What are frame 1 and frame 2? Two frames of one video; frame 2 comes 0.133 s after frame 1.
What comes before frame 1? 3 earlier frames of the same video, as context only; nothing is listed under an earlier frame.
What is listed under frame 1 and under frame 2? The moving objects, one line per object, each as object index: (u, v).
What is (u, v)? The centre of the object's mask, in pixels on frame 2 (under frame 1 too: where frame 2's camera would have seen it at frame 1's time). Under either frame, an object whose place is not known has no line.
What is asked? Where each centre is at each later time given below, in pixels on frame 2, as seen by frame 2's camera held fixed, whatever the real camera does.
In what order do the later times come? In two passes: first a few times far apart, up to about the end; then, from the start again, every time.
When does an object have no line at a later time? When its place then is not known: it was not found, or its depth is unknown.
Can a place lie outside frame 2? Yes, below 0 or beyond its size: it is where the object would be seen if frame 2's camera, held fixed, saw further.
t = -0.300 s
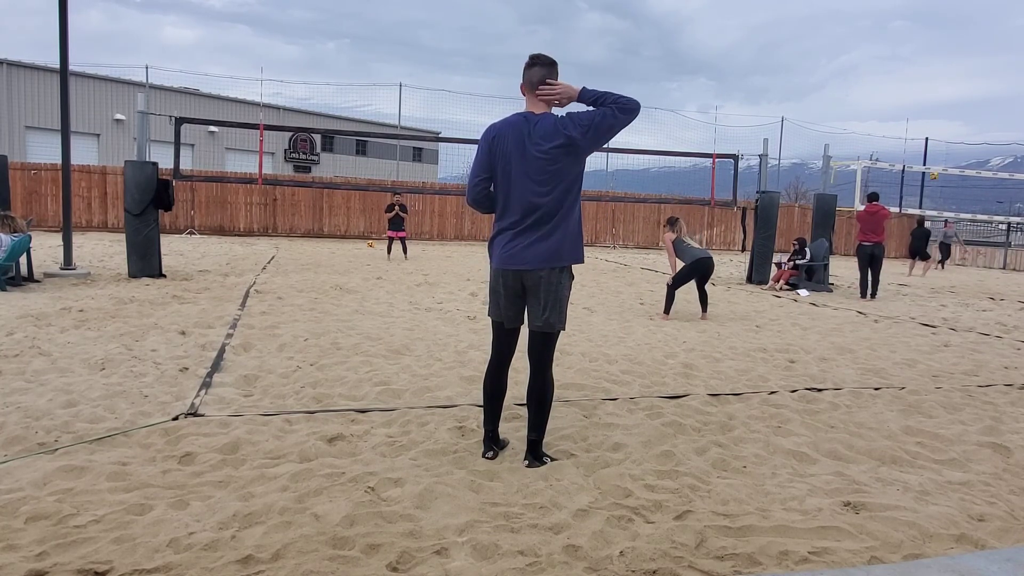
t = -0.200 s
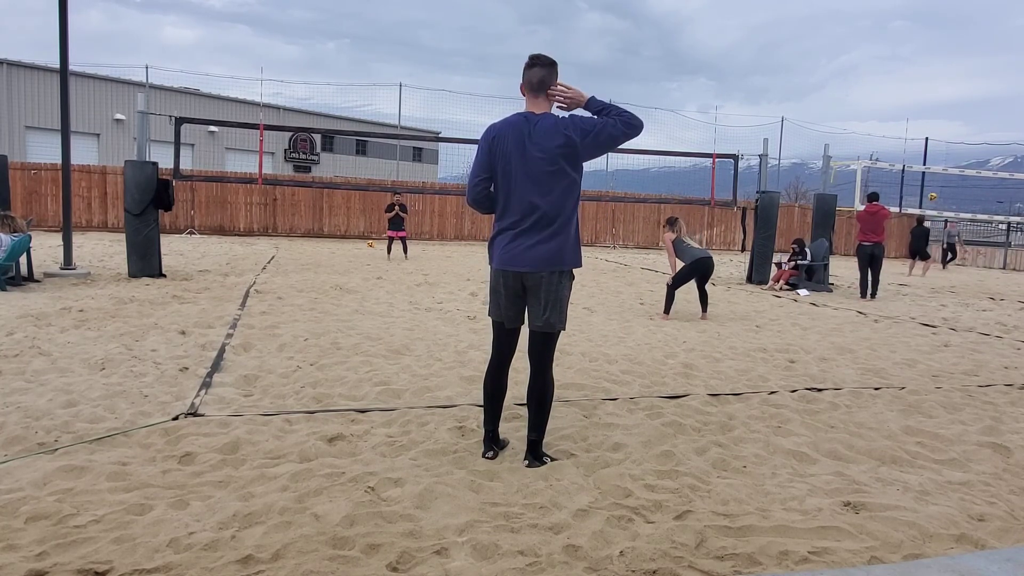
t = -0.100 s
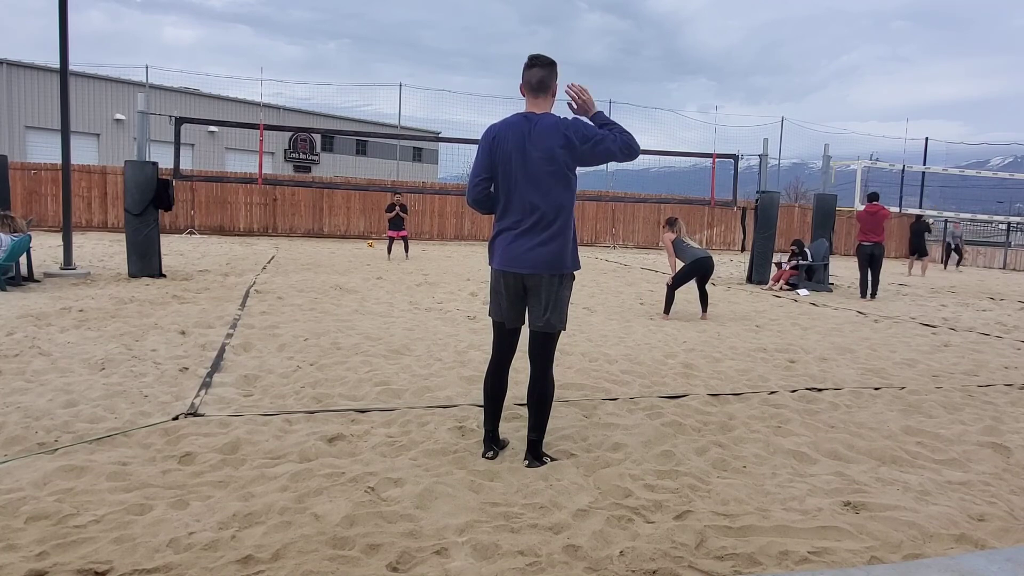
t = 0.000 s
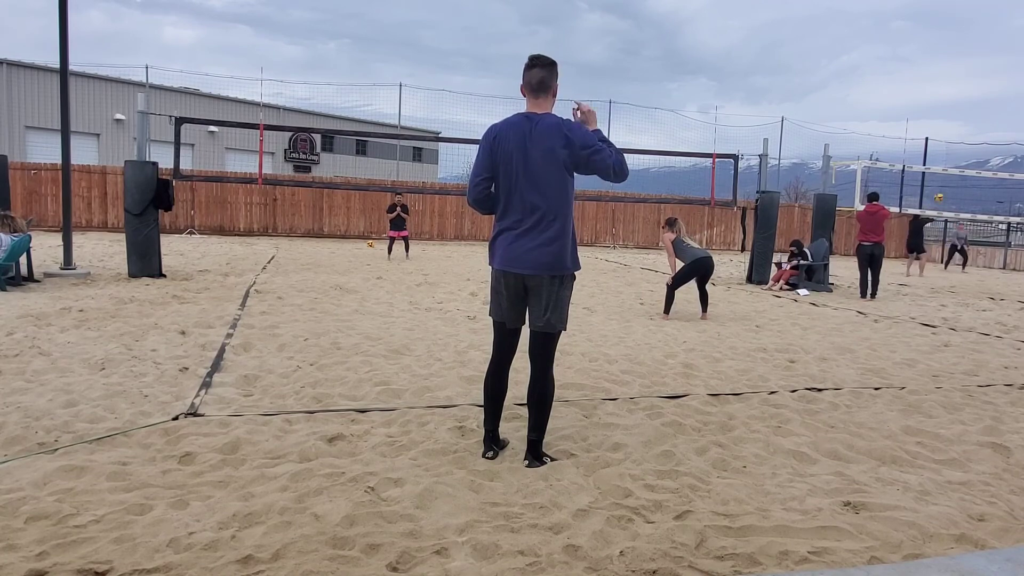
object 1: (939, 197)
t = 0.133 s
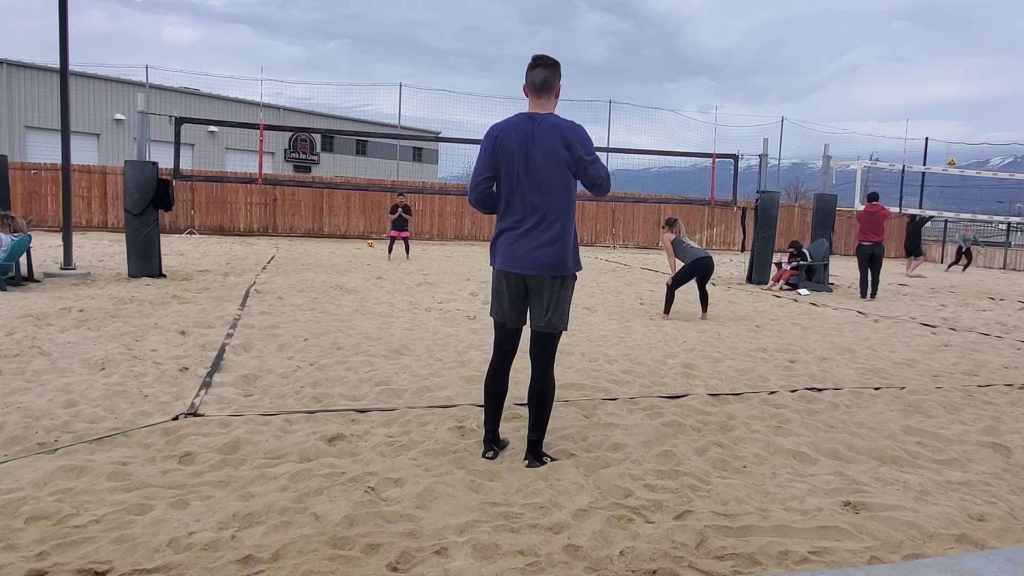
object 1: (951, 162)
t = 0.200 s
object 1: (958, 147)
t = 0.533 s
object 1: (988, 98)
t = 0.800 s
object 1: (1010, 93)
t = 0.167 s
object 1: (955, 154)
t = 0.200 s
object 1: (958, 147)
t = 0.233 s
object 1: (961, 140)
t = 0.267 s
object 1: (964, 134)
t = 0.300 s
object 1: (967, 128)
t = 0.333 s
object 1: (970, 122)
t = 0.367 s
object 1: (973, 117)
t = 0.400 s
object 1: (976, 112)
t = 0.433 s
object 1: (979, 108)
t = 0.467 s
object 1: (982, 104)
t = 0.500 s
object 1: (985, 101)
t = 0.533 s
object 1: (988, 98)
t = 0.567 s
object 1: (991, 96)
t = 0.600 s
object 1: (994, 94)
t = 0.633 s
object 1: (996, 93)
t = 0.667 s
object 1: (999, 92)
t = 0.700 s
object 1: (1002, 91)
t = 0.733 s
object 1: (1004, 91)
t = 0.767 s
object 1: (1007, 92)
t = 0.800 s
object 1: (1010, 93)
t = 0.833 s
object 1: (1012, 94)
